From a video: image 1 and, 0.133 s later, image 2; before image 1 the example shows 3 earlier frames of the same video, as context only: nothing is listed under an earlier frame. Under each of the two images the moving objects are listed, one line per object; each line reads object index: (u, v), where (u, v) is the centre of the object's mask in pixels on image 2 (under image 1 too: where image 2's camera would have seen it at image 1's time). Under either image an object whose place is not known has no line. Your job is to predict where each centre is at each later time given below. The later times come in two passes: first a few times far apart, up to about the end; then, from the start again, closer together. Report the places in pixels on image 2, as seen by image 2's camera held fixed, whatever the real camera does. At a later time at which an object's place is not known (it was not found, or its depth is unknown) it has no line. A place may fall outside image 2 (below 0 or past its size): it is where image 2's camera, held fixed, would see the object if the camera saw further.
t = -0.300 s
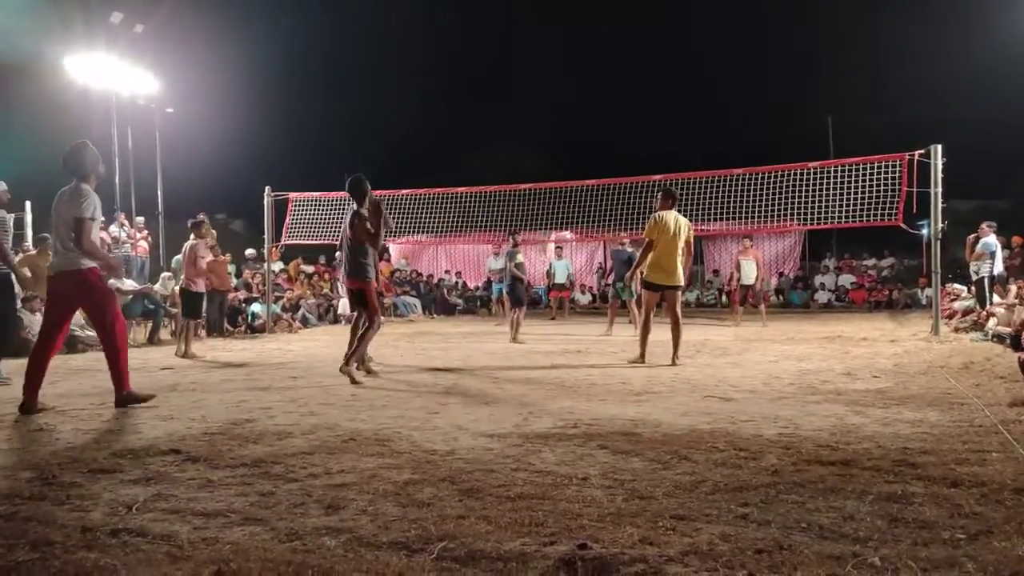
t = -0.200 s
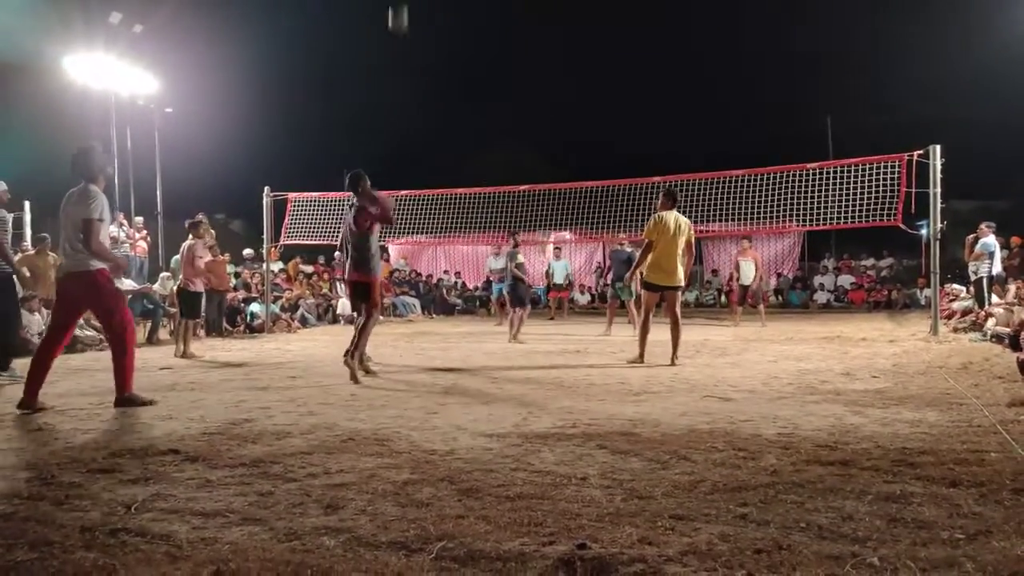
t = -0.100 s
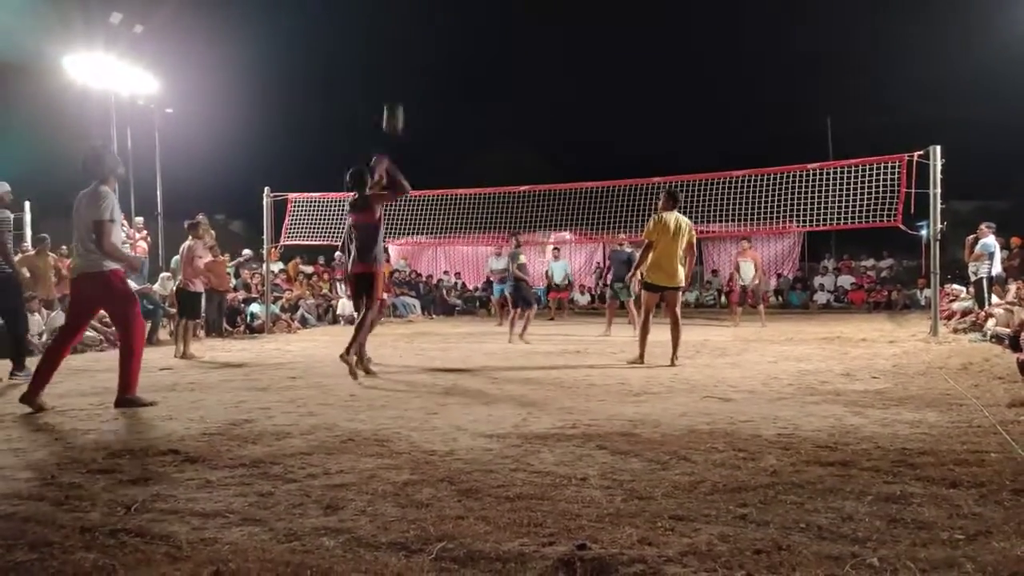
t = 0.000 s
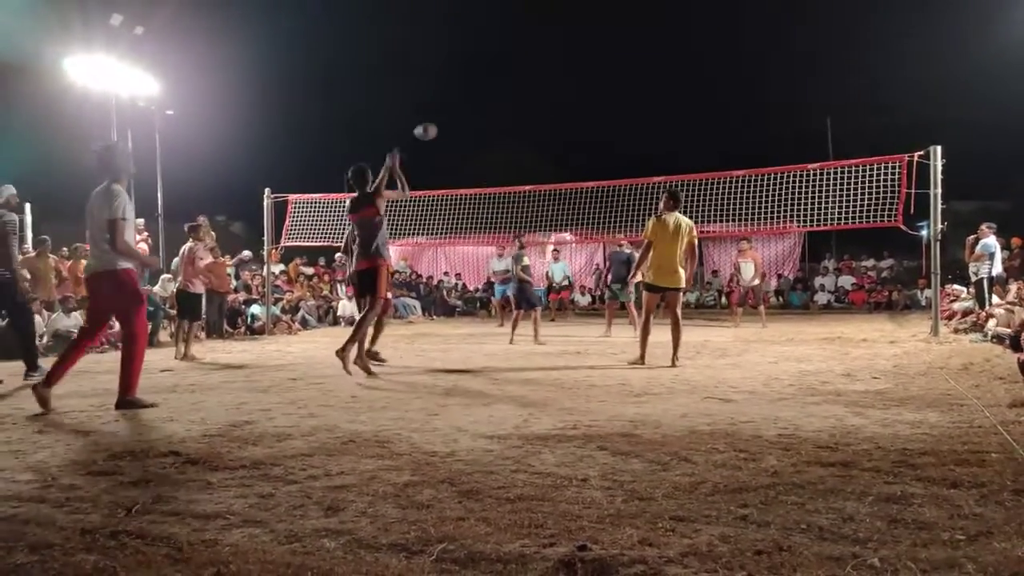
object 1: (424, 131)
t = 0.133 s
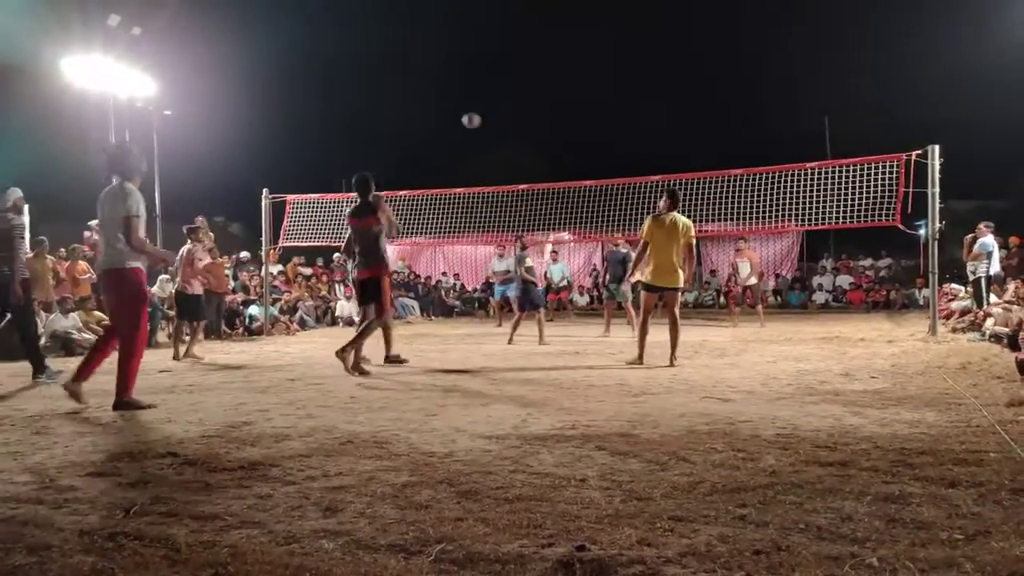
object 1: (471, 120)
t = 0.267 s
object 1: (505, 127)
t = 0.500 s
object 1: (548, 166)
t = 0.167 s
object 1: (480, 121)
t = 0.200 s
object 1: (489, 122)
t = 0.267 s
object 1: (505, 127)
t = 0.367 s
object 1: (525, 141)
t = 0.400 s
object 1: (532, 146)
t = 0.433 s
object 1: (537, 153)
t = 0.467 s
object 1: (543, 160)
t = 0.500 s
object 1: (548, 166)
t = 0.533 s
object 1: (553, 174)
